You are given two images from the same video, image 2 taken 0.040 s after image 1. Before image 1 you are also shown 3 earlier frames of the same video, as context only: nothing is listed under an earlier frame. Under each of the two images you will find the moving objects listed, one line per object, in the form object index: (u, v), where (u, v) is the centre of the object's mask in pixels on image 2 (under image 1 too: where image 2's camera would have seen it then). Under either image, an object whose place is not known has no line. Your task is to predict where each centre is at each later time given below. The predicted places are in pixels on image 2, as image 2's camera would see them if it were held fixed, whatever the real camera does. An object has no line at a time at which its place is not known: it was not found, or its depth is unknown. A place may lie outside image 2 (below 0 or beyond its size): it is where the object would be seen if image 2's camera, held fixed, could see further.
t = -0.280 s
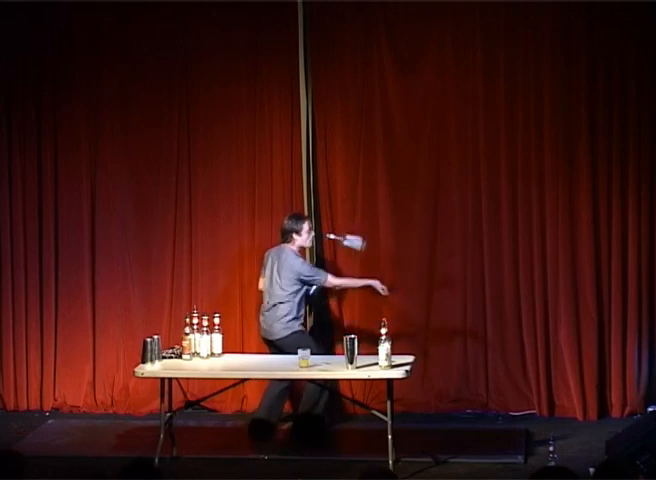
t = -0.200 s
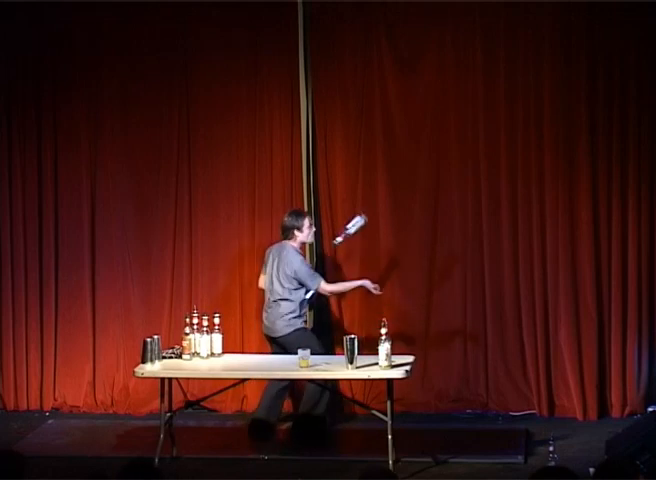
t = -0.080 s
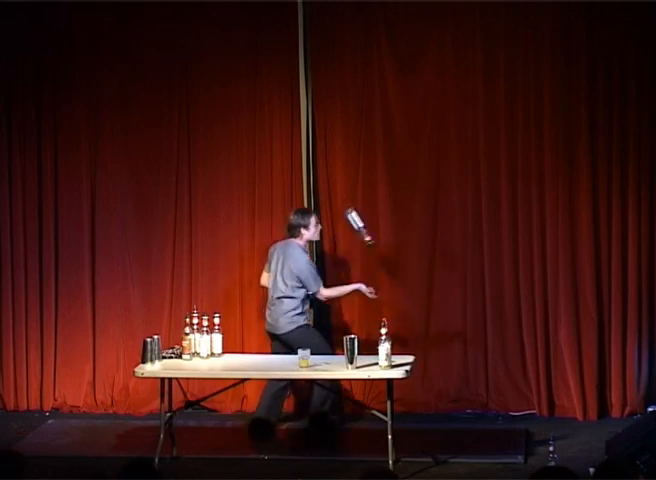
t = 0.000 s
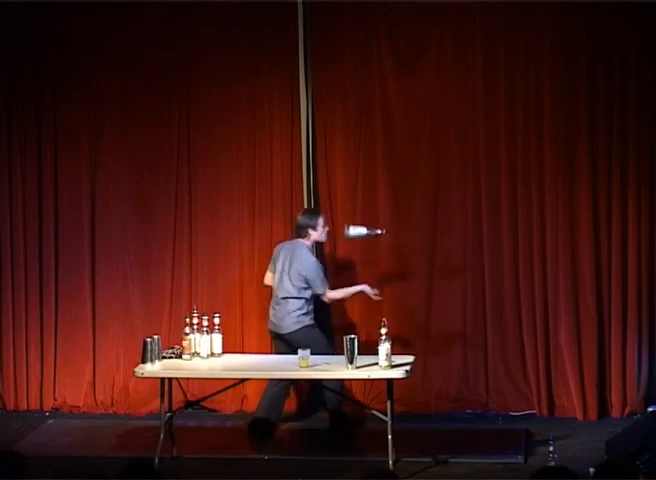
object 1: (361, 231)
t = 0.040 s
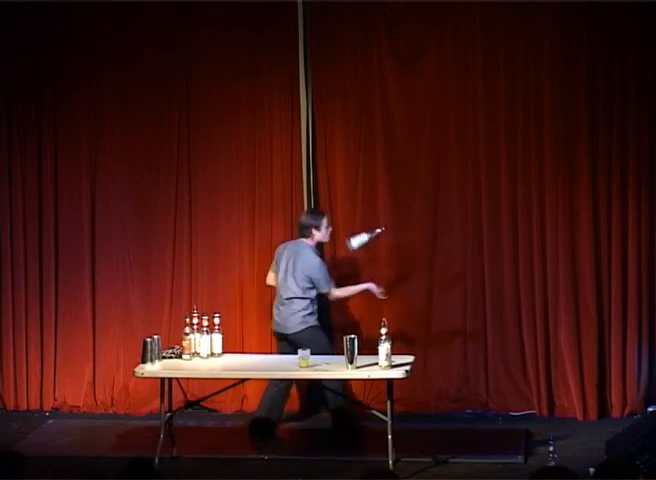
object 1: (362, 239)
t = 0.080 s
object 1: (364, 248)
